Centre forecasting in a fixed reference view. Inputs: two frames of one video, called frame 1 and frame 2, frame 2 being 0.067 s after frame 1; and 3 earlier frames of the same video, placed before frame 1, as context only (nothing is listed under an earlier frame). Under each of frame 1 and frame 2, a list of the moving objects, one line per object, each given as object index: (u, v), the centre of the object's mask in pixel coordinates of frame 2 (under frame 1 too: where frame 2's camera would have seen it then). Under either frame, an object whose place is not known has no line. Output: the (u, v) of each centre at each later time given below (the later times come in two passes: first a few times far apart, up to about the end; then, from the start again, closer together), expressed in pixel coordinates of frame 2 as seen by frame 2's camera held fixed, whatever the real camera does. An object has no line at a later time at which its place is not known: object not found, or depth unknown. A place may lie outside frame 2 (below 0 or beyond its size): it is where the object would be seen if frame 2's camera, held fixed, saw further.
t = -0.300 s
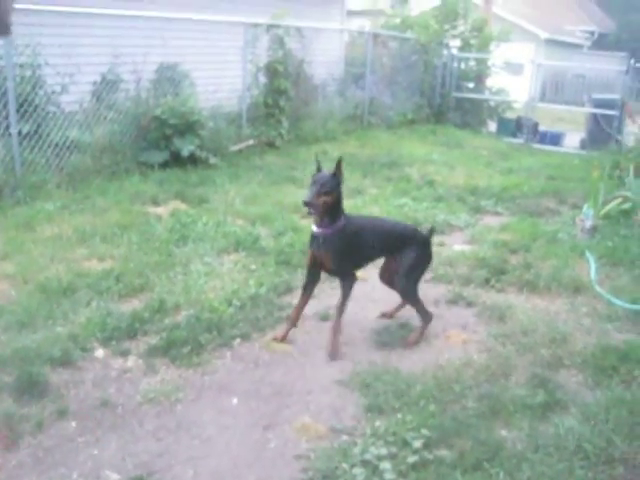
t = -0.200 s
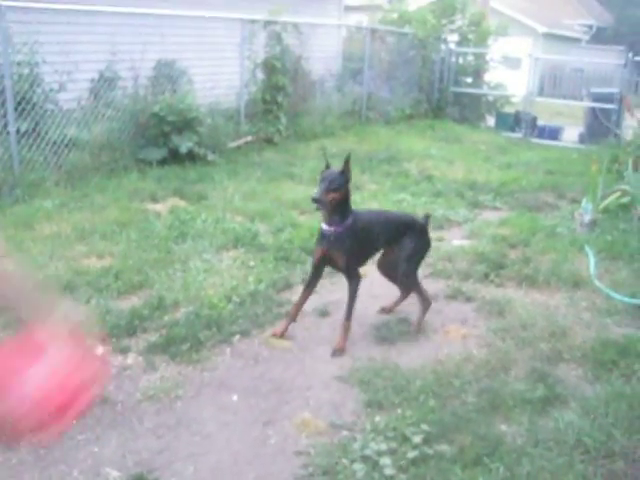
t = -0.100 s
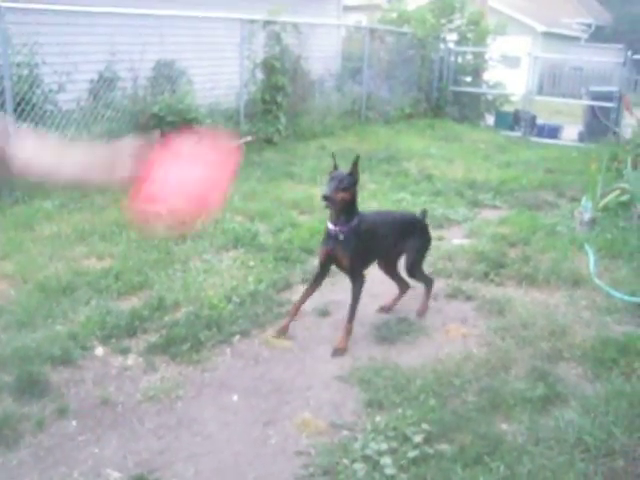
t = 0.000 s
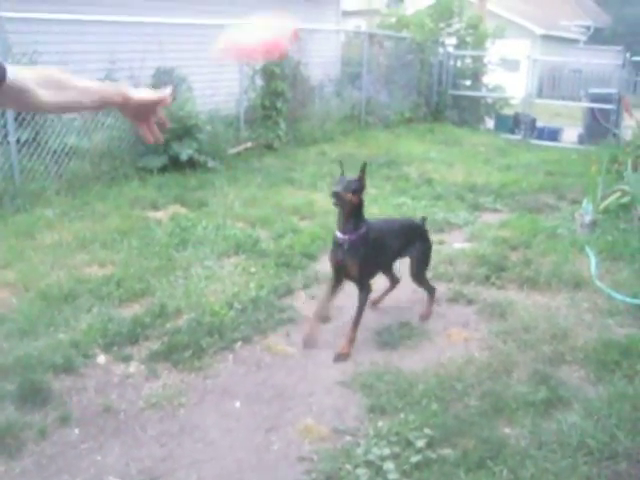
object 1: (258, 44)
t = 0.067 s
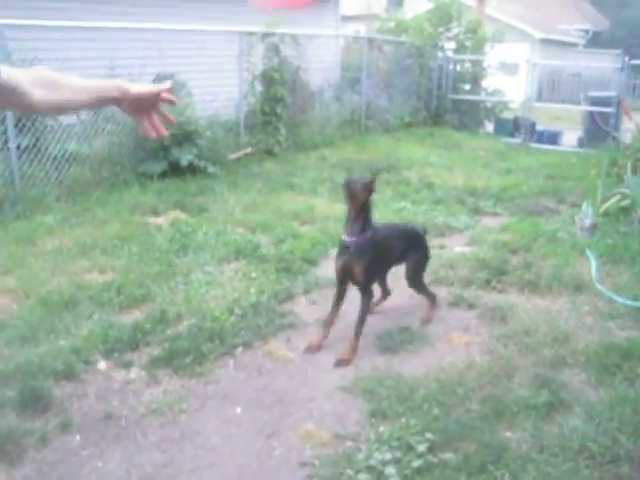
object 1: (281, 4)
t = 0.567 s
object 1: (397, -15)
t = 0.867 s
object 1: (430, 44)
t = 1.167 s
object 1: (474, 121)
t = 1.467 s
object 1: (528, 203)
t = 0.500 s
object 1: (396, -21)
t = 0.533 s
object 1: (394, -19)
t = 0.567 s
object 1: (397, -15)
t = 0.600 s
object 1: (399, -10)
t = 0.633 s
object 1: (401, -3)
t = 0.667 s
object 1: (405, 3)
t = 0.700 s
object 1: (411, 11)
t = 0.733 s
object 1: (416, 18)
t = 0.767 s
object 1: (420, 24)
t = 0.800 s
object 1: (424, 30)
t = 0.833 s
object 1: (427, 37)
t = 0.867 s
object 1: (430, 44)
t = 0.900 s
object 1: (434, 52)
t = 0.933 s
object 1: (438, 59)
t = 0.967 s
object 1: (443, 67)
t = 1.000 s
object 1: (447, 76)
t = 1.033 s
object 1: (451, 84)
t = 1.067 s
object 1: (457, 93)
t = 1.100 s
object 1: (462, 102)
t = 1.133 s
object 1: (469, 111)
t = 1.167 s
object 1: (474, 121)
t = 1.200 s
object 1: (481, 130)
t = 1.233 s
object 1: (487, 141)
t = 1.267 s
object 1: (493, 152)
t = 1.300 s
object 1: (500, 163)
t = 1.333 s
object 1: (507, 173)
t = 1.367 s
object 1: (514, 184)
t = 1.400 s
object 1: (522, 196)
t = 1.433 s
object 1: (527, 202)
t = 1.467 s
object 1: (528, 203)
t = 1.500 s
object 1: (527, 201)
